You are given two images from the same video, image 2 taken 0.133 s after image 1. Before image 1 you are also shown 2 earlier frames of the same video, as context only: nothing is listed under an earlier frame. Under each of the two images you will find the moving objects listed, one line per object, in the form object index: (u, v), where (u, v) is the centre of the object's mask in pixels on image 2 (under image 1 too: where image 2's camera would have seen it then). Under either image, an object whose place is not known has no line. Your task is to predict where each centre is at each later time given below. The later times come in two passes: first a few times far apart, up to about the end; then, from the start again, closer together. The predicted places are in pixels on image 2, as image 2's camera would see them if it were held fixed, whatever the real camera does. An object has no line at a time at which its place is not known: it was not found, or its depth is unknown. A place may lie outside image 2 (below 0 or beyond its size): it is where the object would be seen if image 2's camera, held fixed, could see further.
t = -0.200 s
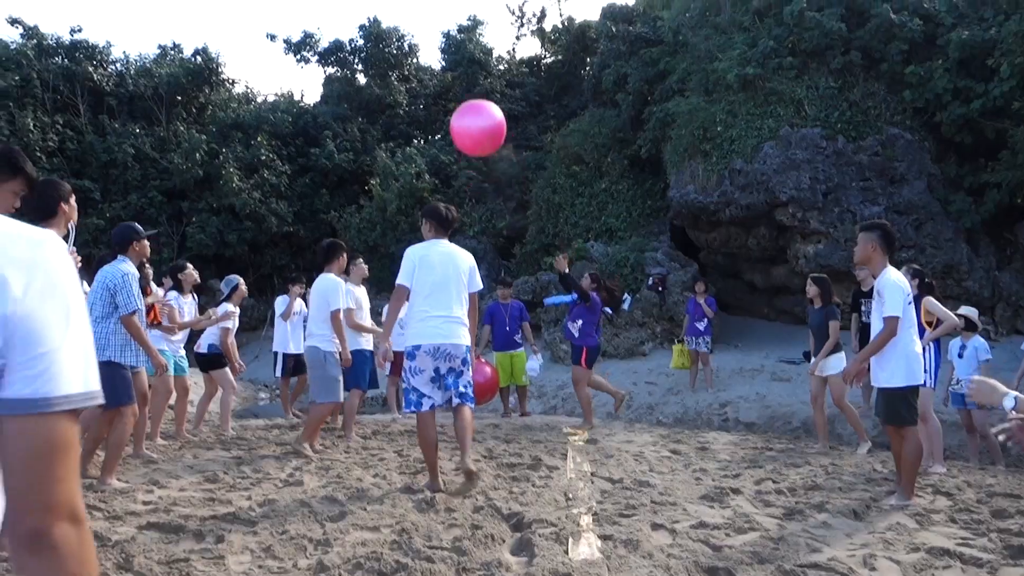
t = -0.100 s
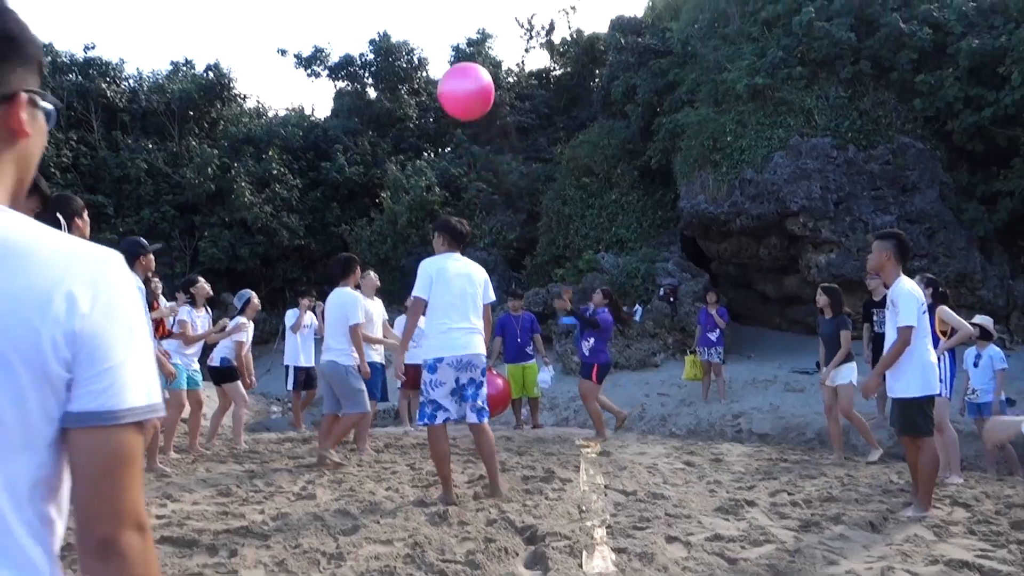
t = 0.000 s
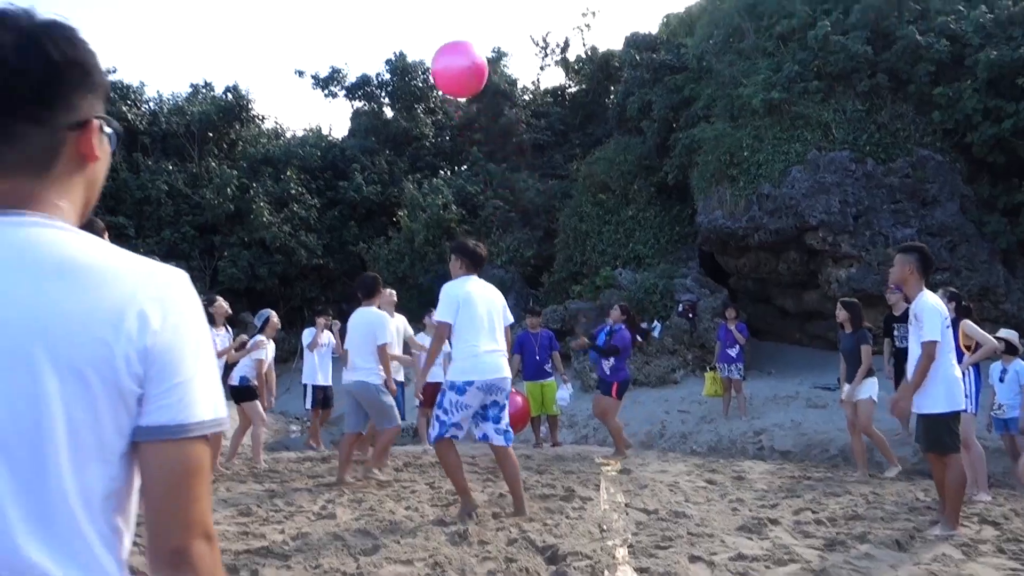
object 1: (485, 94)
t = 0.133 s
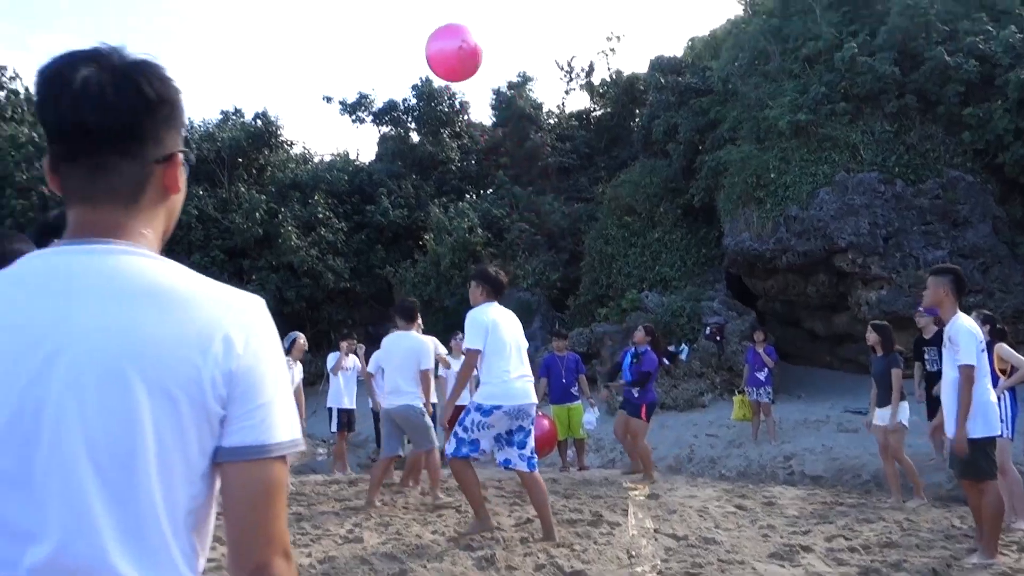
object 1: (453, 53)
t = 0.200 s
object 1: (436, 38)
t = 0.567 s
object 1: (335, 30)
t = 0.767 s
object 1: (274, 83)
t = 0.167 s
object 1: (445, 45)
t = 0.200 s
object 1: (436, 38)
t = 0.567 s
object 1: (335, 30)
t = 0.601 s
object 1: (325, 36)
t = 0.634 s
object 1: (316, 42)
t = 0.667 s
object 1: (305, 51)
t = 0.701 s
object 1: (295, 60)
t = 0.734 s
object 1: (284, 70)
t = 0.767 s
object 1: (274, 83)
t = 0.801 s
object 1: (263, 96)
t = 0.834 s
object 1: (252, 110)
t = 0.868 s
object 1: (247, 121)
